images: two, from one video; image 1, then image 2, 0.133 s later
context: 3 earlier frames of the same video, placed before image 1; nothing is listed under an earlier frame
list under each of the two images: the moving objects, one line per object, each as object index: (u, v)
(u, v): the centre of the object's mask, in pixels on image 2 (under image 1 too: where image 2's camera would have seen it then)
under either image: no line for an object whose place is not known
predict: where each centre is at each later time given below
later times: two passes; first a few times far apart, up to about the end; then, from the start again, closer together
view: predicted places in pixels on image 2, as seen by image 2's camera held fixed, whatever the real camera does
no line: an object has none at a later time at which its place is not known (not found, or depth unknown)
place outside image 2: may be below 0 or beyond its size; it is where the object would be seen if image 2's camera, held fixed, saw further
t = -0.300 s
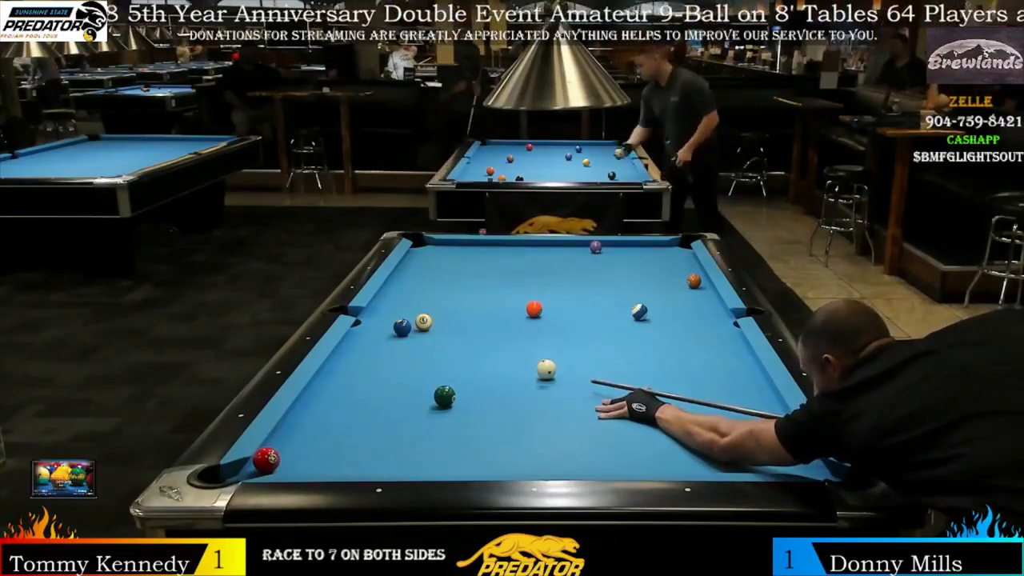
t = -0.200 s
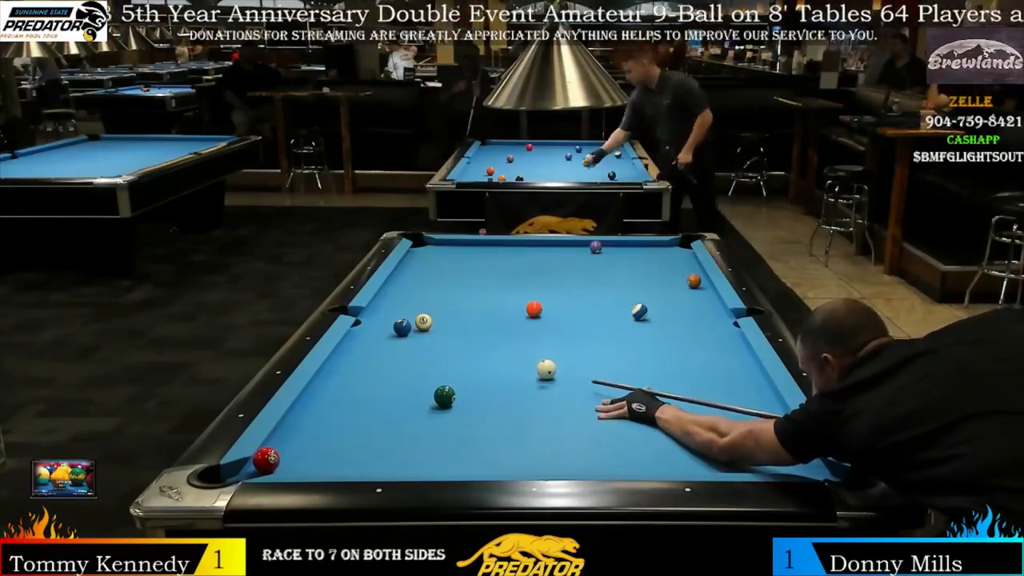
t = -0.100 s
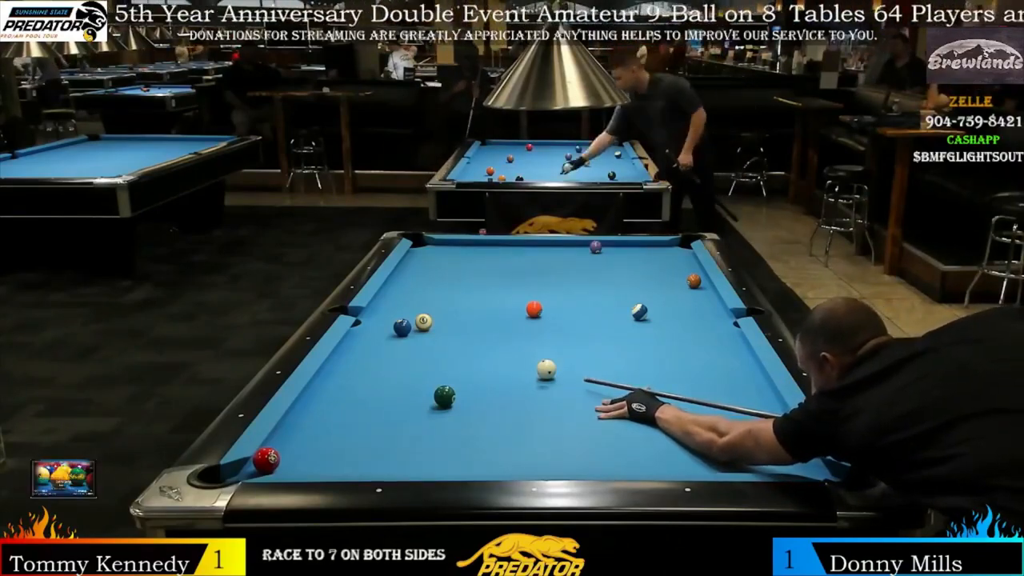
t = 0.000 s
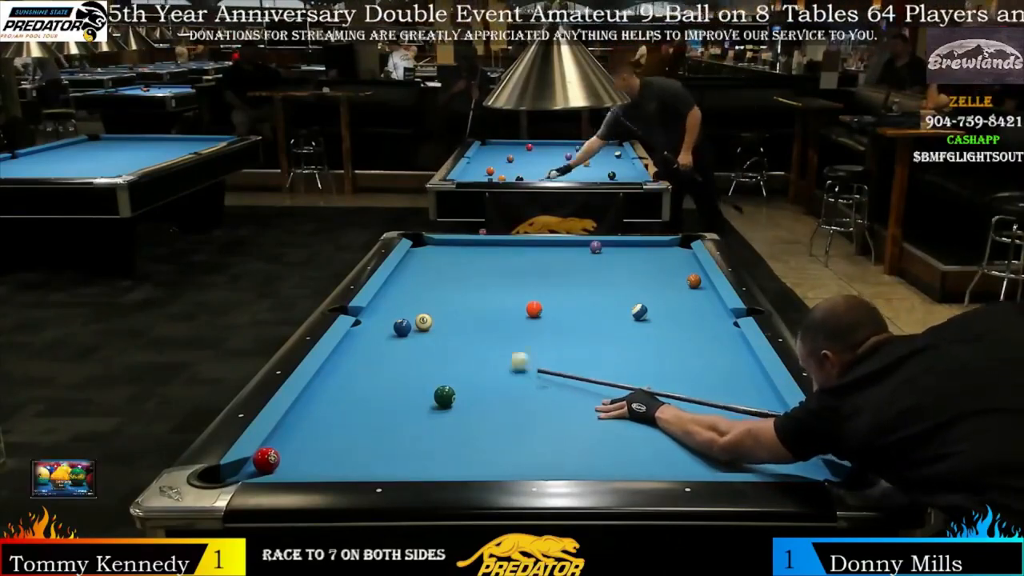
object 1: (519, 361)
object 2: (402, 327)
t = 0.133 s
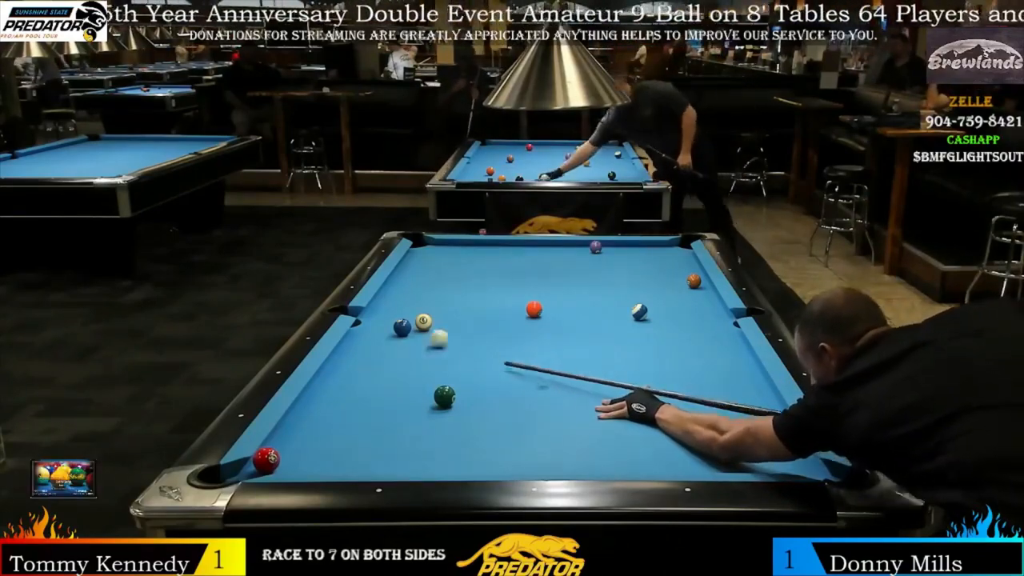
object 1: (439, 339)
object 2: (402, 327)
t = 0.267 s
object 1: (409, 331)
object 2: (371, 317)
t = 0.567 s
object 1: (396, 331)
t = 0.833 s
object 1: (386, 331)
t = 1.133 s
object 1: (378, 332)
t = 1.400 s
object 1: (372, 332)
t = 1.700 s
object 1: (368, 332)
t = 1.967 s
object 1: (366, 332)
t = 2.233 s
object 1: (367, 332)
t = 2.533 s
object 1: (367, 332)
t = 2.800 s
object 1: (367, 332)
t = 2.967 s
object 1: (364, 331)
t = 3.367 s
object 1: (366, 332)
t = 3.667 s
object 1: (367, 332)
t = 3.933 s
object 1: (367, 332)
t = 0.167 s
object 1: (421, 334)
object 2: (402, 327)
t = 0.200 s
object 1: (412, 332)
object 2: (396, 325)
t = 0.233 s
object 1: (410, 331)
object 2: (383, 321)
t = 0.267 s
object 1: (409, 331)
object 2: (371, 317)
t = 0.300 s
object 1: (407, 331)
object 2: (360, 313)
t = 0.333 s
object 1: (406, 331)
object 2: (355, 312)
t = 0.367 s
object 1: (404, 331)
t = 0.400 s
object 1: (403, 331)
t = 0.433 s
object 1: (401, 331)
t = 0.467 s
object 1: (400, 331)
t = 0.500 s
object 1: (398, 331)
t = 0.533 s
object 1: (397, 331)
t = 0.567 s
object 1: (396, 331)
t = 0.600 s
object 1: (394, 331)
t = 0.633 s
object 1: (393, 331)
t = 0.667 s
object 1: (392, 331)
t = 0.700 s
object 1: (390, 331)
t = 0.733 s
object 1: (389, 331)
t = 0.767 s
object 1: (388, 331)
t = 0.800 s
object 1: (387, 331)
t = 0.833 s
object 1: (386, 331)
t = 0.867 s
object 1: (385, 331)
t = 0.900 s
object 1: (384, 331)
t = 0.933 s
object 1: (383, 331)
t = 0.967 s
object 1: (382, 332)
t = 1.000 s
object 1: (381, 331)
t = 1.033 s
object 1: (380, 332)
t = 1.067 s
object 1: (379, 331)
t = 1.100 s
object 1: (378, 332)
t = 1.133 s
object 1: (378, 332)
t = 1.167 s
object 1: (377, 332)
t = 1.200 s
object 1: (376, 332)
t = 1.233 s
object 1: (375, 332)
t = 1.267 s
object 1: (375, 332)
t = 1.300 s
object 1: (374, 331)
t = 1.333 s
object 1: (373, 331)
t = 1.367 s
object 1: (373, 332)
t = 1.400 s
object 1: (372, 332)
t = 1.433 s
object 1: (372, 332)
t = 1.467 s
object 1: (371, 332)
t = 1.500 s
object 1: (371, 332)
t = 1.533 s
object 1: (370, 332)
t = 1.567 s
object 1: (370, 332)
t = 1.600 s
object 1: (369, 332)
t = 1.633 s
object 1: (369, 332)
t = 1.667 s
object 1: (368, 332)
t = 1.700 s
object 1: (368, 332)
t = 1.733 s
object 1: (368, 332)
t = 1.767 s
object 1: (367, 332)
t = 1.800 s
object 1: (367, 332)
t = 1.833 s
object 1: (367, 332)
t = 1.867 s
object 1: (367, 332)
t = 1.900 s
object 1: (367, 332)
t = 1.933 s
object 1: (366, 332)
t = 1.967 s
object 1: (366, 332)
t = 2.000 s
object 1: (366, 332)
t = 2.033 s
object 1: (366, 332)
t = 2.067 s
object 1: (366, 332)
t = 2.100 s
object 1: (366, 332)
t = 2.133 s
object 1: (367, 332)
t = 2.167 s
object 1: (367, 332)
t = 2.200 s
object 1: (367, 332)
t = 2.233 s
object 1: (367, 332)
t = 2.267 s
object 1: (367, 332)
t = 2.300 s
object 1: (367, 332)
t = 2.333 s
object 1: (367, 332)
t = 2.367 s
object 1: (367, 332)
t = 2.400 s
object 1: (367, 332)
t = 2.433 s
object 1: (367, 332)
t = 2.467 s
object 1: (367, 332)
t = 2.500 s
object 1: (367, 332)
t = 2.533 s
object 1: (367, 332)
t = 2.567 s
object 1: (367, 332)
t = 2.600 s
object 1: (367, 332)
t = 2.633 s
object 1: (367, 332)
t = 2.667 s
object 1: (367, 332)
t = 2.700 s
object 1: (367, 332)
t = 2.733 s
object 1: (367, 332)
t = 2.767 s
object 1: (370, 331)
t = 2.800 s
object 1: (367, 332)
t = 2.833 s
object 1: (367, 332)
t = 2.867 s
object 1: (367, 332)
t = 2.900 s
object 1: (367, 332)
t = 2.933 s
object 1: (367, 332)
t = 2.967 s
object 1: (364, 331)
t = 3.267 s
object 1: (373, 331)
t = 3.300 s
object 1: (366, 332)
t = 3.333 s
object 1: (367, 332)
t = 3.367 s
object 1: (366, 332)
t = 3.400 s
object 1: (366, 332)
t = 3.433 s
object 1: (363, 333)
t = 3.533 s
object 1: (367, 332)
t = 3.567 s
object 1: (367, 332)
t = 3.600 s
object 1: (367, 332)
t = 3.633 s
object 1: (367, 332)
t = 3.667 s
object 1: (367, 332)
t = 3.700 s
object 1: (367, 332)
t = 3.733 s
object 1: (367, 332)
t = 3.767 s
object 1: (367, 332)
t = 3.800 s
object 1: (367, 332)
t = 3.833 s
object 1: (367, 332)
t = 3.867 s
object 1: (367, 332)
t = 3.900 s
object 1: (367, 332)
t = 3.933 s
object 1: (367, 332)
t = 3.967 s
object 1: (367, 332)
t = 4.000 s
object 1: (367, 332)
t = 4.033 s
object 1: (367, 332)
